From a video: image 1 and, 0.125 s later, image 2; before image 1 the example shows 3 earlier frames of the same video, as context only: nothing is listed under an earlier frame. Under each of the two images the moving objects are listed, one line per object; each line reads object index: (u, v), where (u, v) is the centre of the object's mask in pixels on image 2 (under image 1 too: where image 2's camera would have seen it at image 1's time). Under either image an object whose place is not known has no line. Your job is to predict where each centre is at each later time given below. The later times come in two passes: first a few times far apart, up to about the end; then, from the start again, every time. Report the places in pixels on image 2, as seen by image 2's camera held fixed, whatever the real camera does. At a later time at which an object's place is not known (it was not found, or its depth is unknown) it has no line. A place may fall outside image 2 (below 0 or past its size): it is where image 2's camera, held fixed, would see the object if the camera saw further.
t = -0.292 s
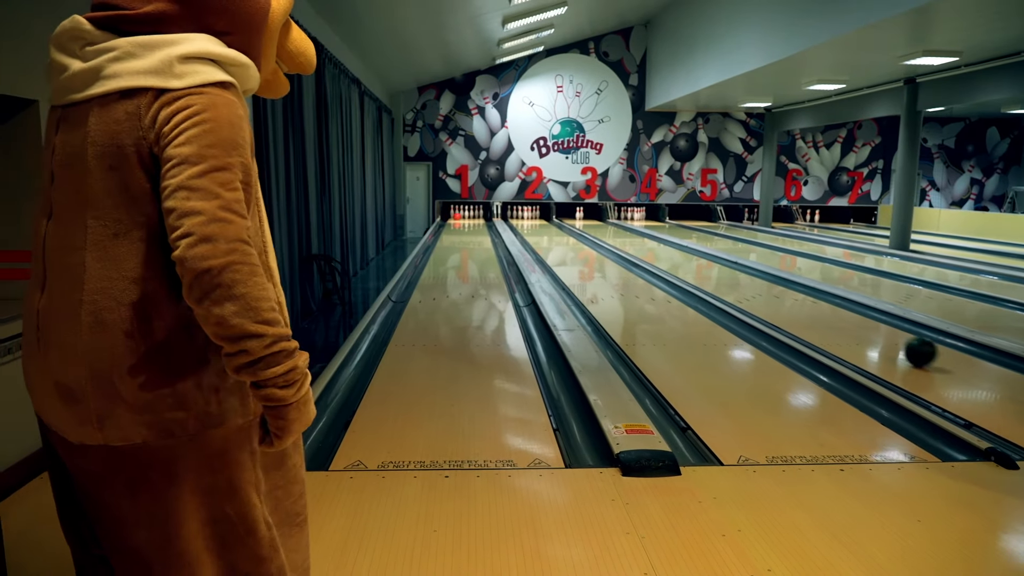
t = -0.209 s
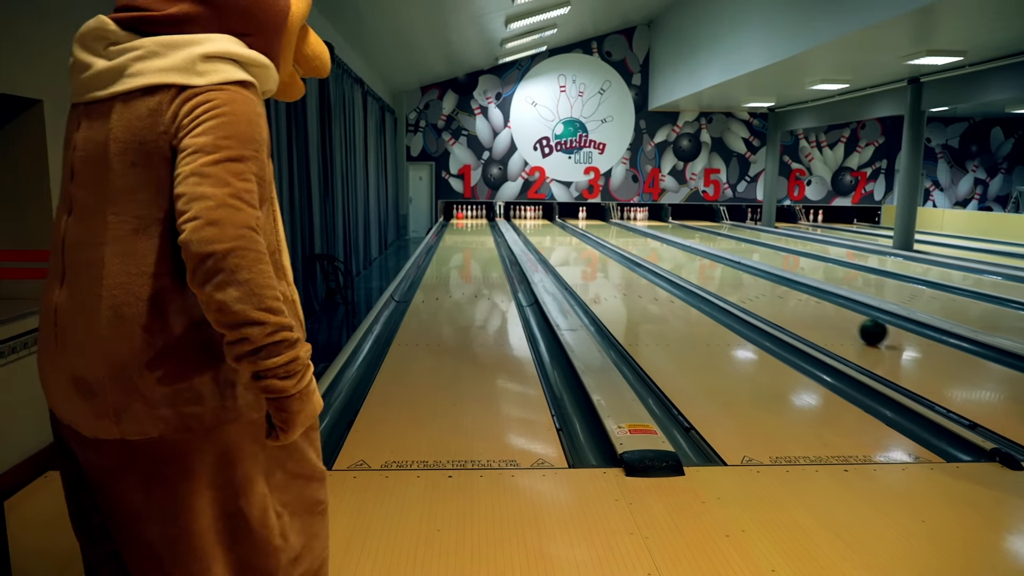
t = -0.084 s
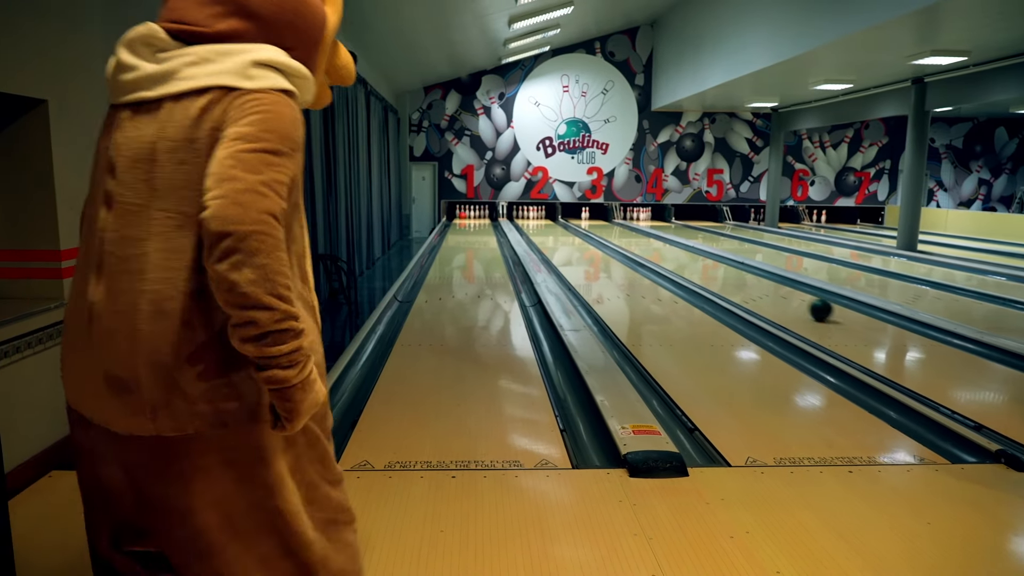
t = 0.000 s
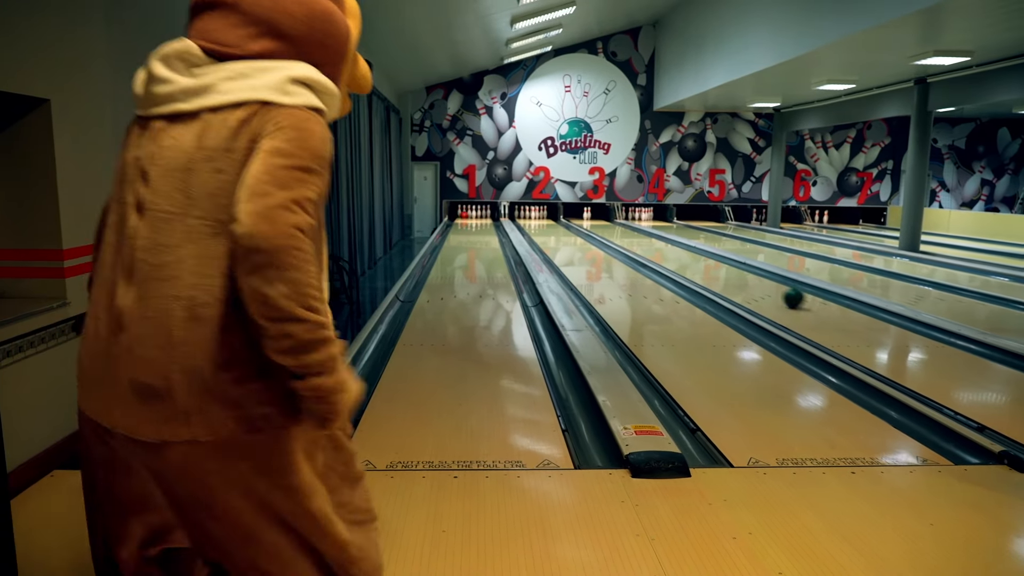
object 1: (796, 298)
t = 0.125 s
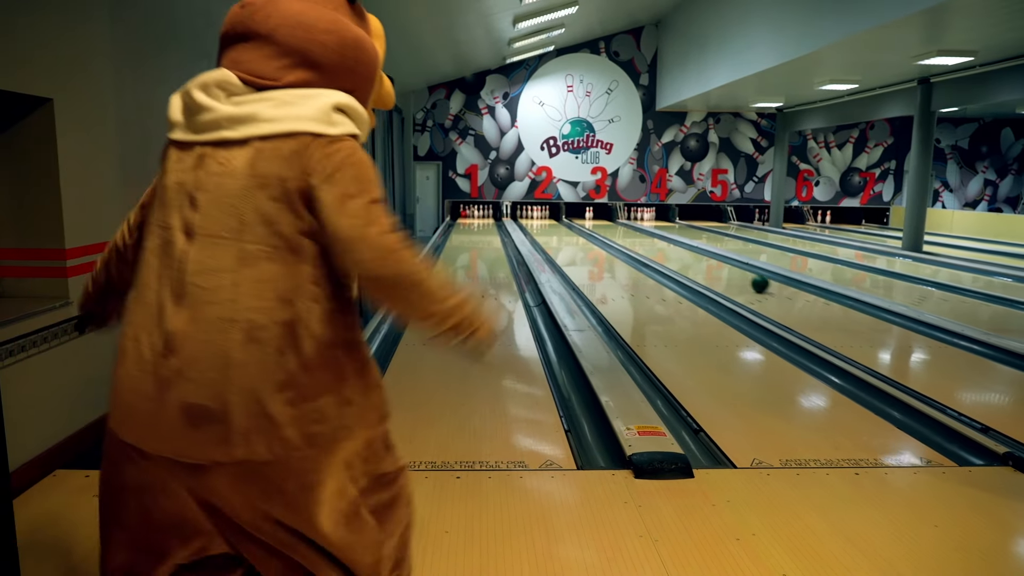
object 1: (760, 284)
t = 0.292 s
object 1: (723, 269)
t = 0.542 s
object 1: (684, 253)
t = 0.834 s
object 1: (653, 241)
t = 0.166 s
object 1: (750, 279)
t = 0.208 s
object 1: (740, 276)
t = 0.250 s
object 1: (731, 272)
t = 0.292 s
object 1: (723, 269)
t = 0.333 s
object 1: (716, 266)
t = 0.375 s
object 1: (709, 263)
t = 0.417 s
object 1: (702, 261)
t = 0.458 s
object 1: (696, 258)
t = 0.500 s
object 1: (690, 255)
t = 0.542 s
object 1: (684, 253)
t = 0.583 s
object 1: (679, 251)
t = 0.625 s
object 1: (674, 250)
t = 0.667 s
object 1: (670, 248)
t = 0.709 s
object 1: (665, 246)
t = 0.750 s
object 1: (661, 245)
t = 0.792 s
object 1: (657, 243)
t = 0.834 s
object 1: (653, 241)
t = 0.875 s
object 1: (649, 240)
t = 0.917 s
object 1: (646, 238)
